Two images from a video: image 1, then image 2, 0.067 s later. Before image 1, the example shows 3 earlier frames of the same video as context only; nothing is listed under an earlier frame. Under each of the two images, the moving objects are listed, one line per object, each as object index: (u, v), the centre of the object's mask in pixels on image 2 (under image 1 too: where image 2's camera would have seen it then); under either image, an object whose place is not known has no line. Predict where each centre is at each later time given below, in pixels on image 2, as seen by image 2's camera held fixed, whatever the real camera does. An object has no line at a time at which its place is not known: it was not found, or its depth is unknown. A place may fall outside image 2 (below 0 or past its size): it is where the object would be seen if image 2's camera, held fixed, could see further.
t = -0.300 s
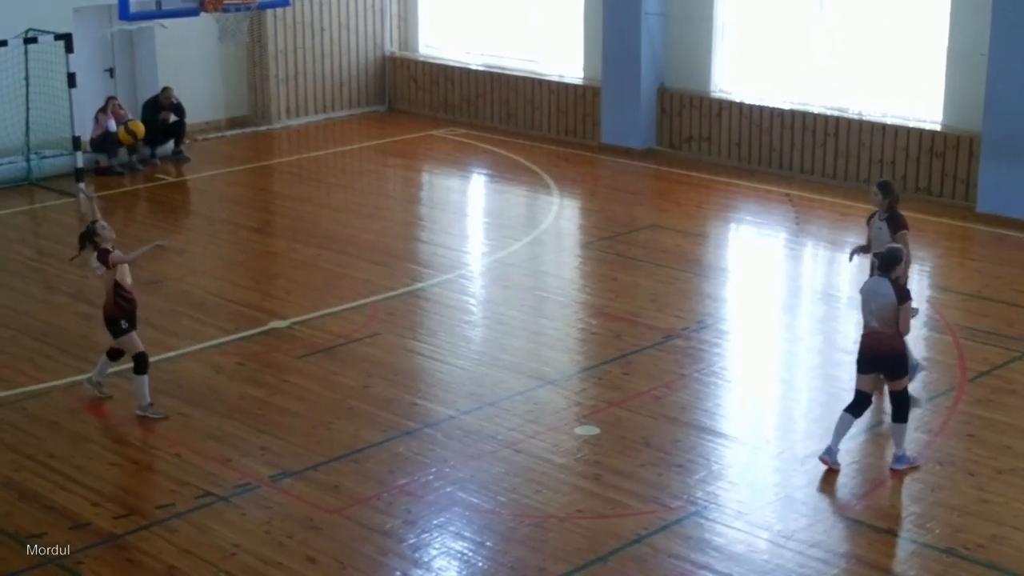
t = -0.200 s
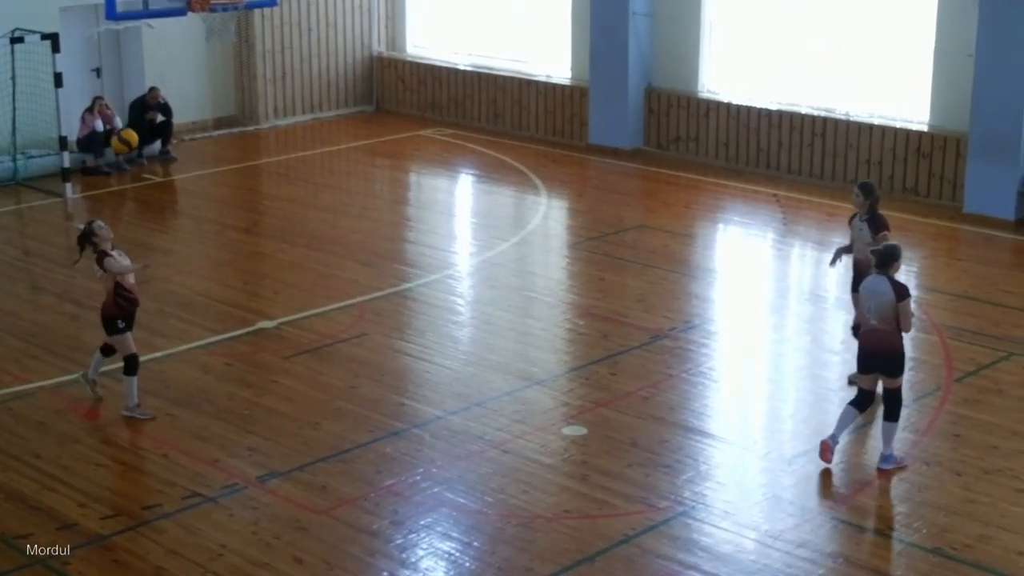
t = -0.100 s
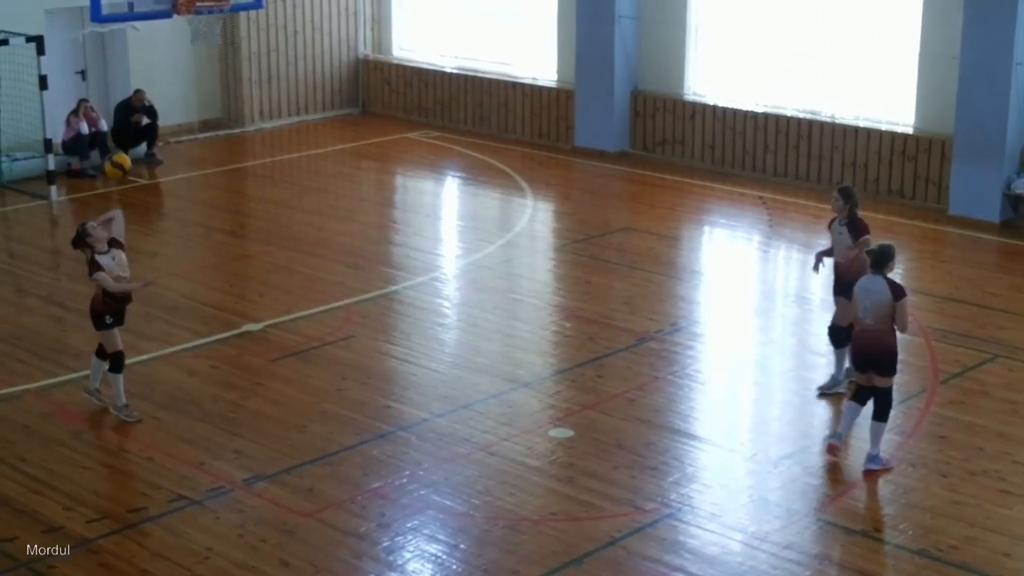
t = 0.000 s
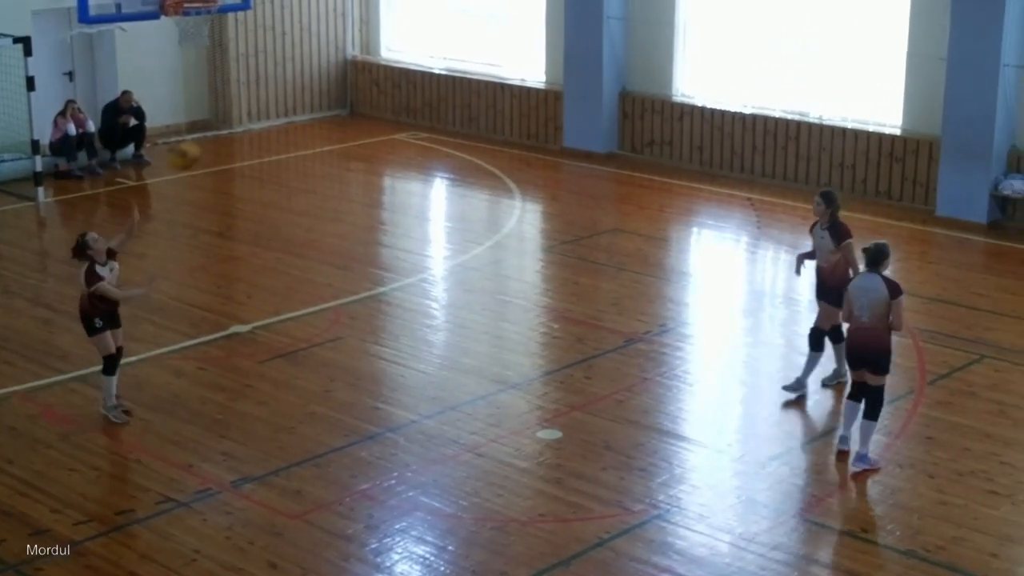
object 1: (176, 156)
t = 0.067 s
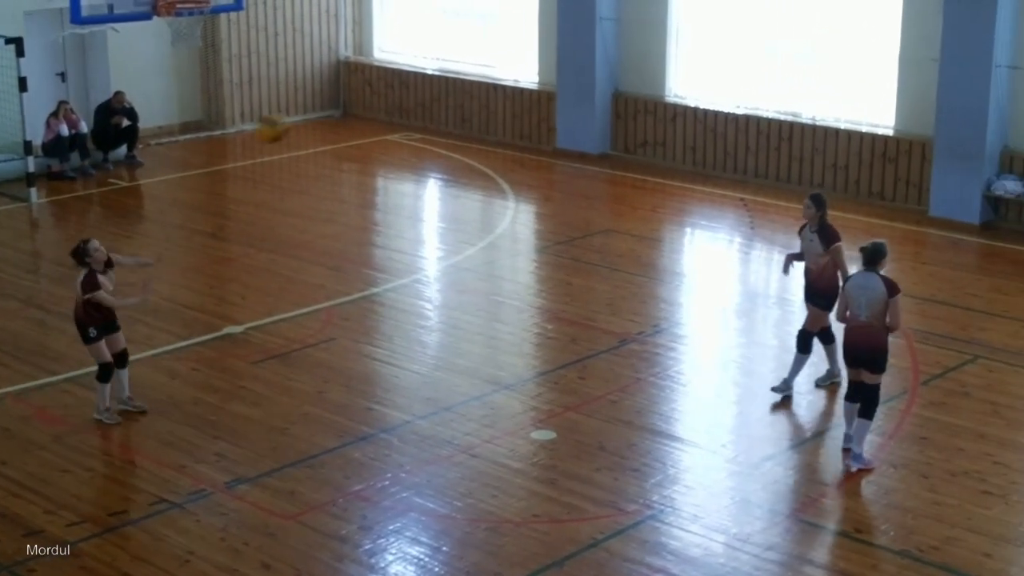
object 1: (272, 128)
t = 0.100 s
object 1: (324, 113)
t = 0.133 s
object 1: (377, 100)
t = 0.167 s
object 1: (432, 90)
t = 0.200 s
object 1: (492, 79)
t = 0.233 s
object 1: (555, 69)
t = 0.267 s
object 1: (620, 61)
